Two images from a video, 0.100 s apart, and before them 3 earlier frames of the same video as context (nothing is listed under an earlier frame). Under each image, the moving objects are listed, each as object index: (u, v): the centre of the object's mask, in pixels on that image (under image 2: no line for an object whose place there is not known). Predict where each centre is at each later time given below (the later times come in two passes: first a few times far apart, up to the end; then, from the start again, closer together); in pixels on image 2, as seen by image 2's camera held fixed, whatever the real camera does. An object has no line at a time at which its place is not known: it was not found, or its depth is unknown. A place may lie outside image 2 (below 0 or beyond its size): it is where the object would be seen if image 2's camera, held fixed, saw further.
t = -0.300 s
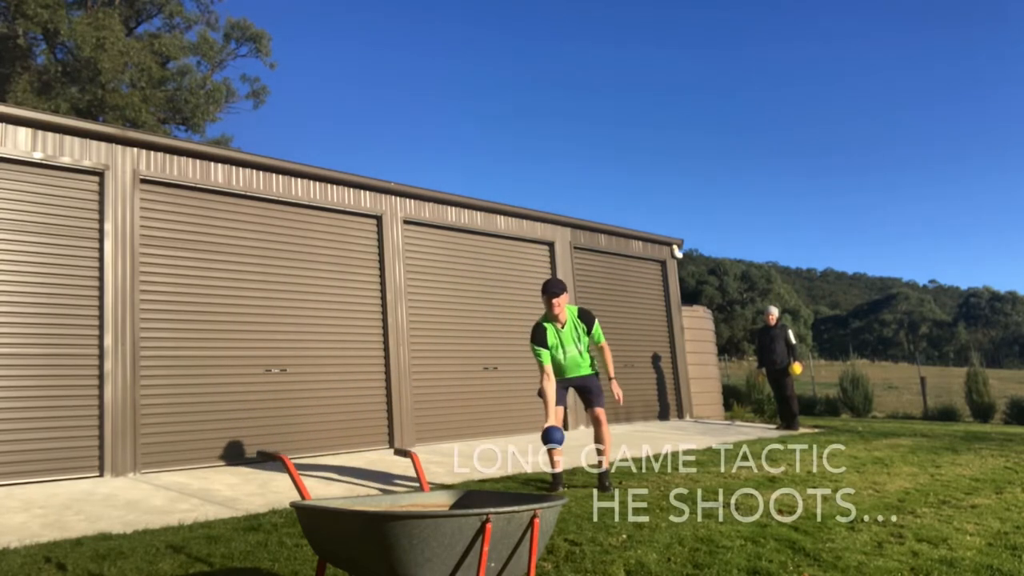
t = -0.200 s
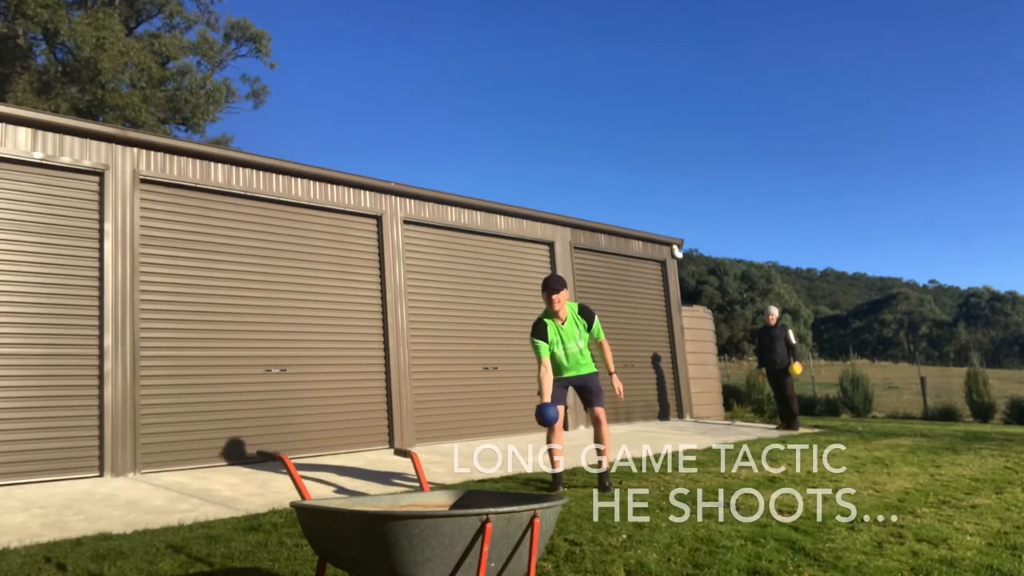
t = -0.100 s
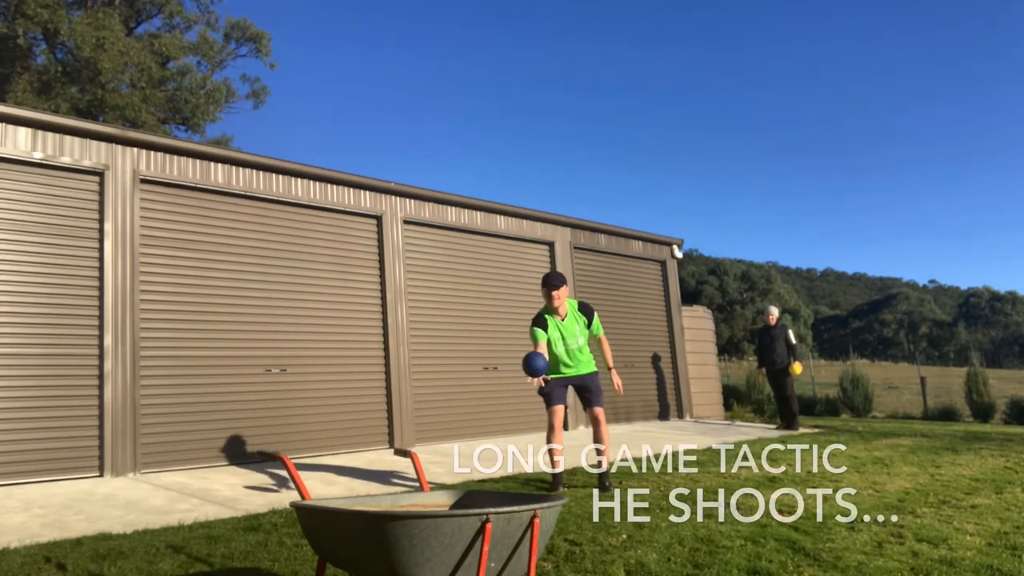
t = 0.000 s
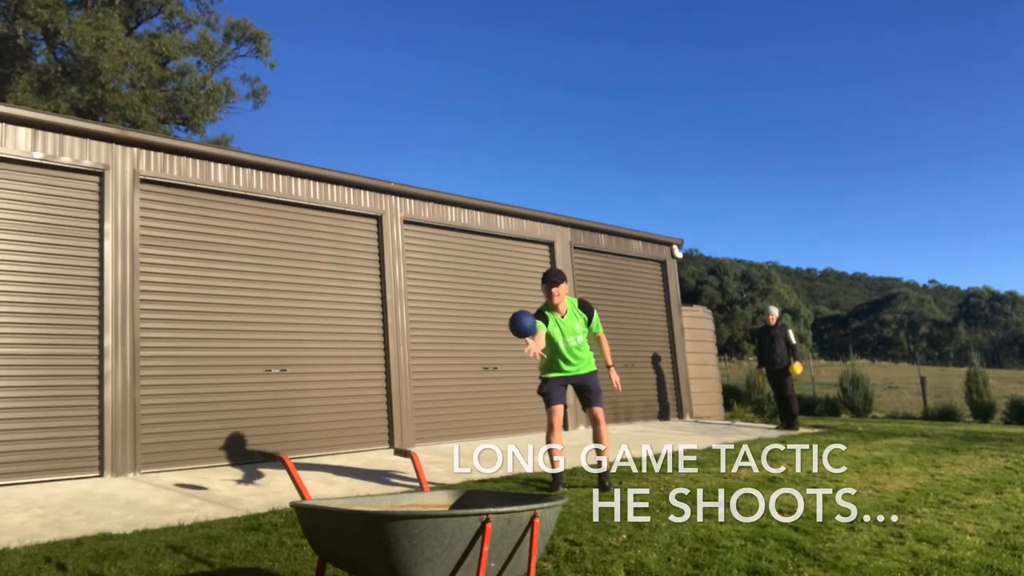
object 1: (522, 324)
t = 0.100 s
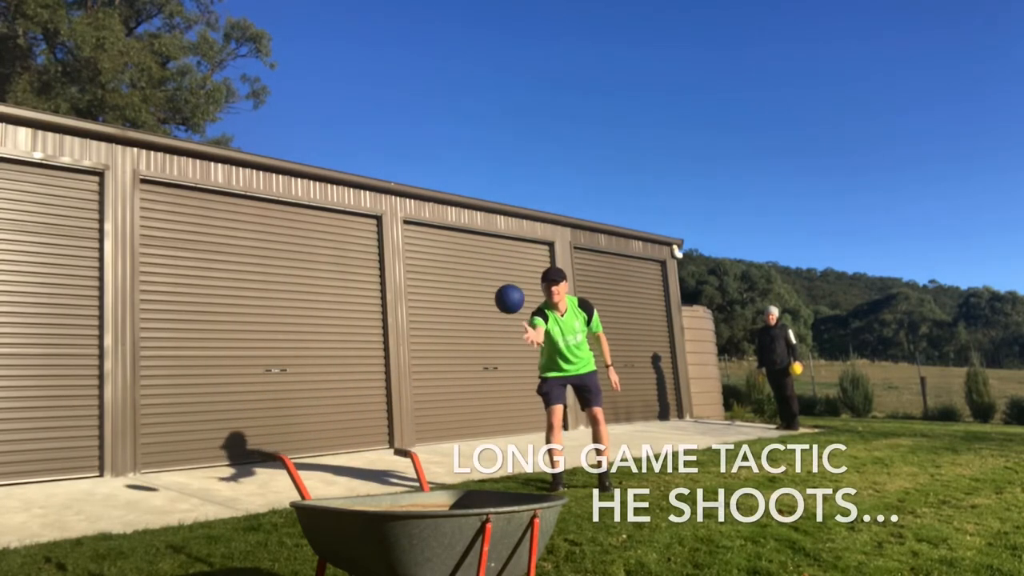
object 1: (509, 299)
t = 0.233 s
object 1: (492, 293)
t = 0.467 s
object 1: (463, 383)
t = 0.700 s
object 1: (440, 486)
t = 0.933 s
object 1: (433, 471)
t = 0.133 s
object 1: (505, 294)
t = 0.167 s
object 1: (500, 292)
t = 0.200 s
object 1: (496, 291)
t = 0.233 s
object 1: (492, 293)
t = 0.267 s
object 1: (488, 297)
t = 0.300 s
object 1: (484, 304)
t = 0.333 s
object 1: (480, 313)
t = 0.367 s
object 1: (475, 326)
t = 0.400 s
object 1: (471, 341)
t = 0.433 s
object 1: (467, 360)
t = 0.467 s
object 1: (463, 383)
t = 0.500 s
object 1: (459, 409)
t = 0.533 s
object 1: (454, 439)
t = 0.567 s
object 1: (449, 477)
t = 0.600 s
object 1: (447, 501)
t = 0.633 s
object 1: (443, 504)
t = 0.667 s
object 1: (442, 496)
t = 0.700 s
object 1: (440, 486)
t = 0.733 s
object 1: (437, 474)
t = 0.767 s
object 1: (435, 464)
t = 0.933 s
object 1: (433, 471)
